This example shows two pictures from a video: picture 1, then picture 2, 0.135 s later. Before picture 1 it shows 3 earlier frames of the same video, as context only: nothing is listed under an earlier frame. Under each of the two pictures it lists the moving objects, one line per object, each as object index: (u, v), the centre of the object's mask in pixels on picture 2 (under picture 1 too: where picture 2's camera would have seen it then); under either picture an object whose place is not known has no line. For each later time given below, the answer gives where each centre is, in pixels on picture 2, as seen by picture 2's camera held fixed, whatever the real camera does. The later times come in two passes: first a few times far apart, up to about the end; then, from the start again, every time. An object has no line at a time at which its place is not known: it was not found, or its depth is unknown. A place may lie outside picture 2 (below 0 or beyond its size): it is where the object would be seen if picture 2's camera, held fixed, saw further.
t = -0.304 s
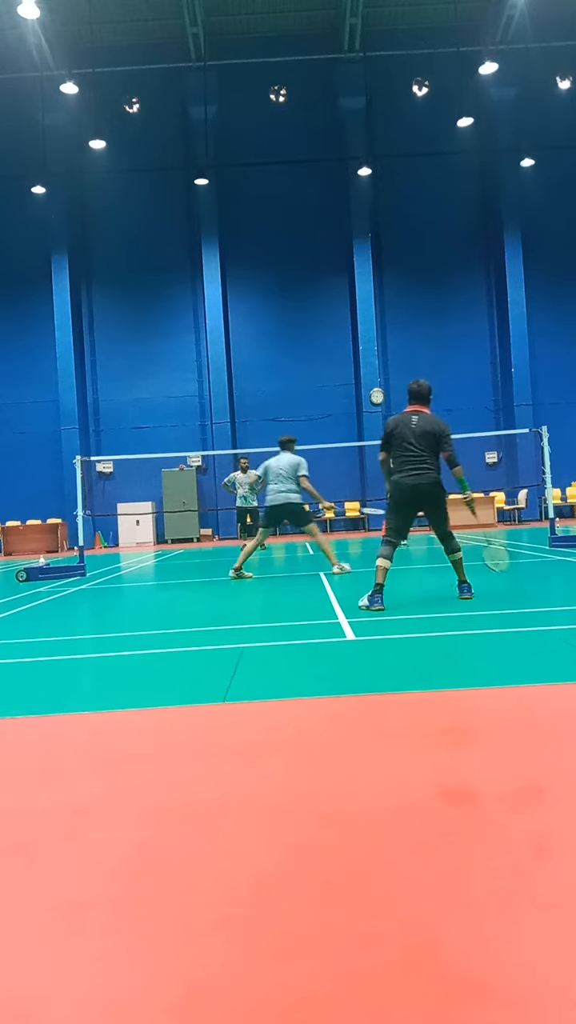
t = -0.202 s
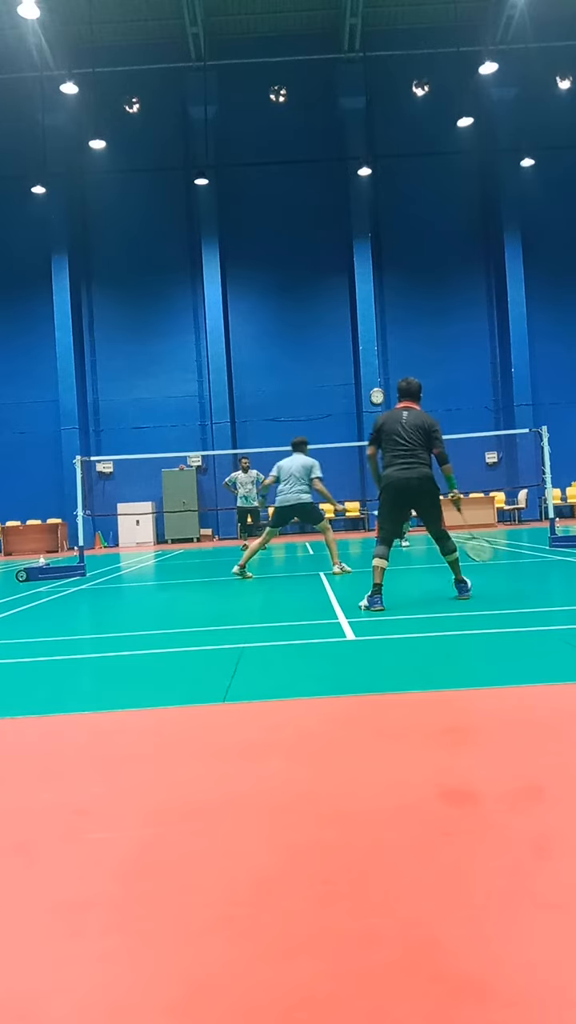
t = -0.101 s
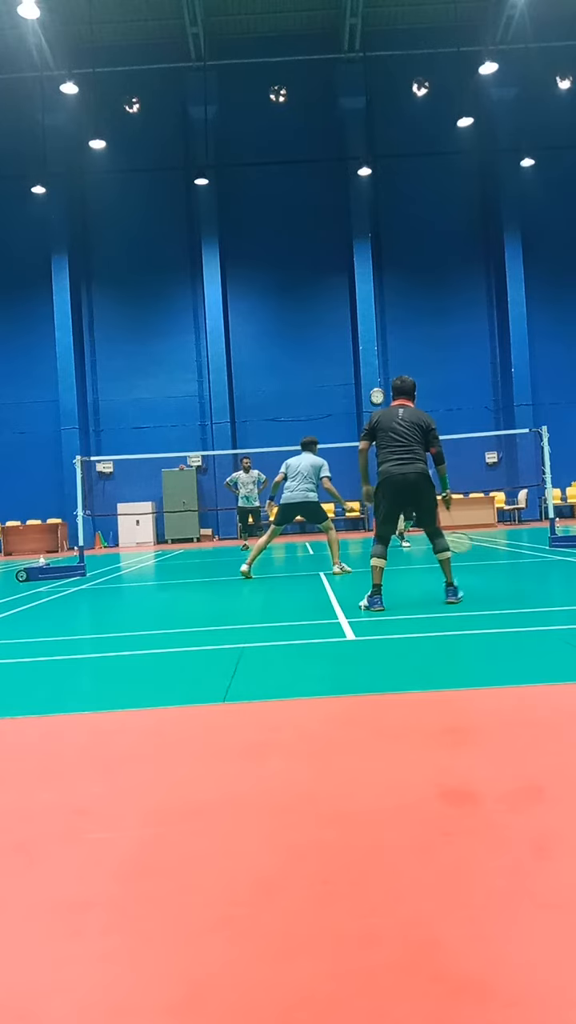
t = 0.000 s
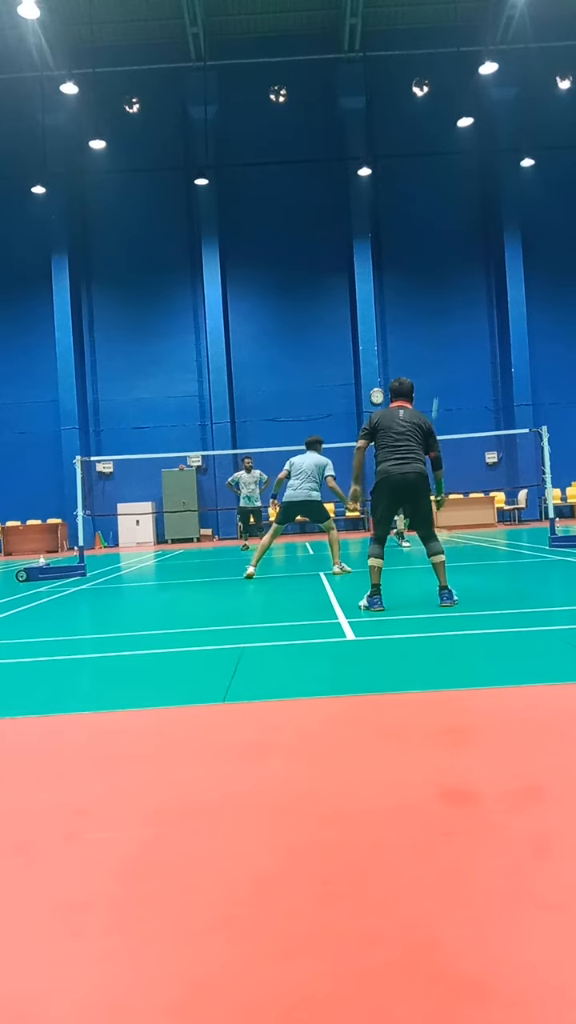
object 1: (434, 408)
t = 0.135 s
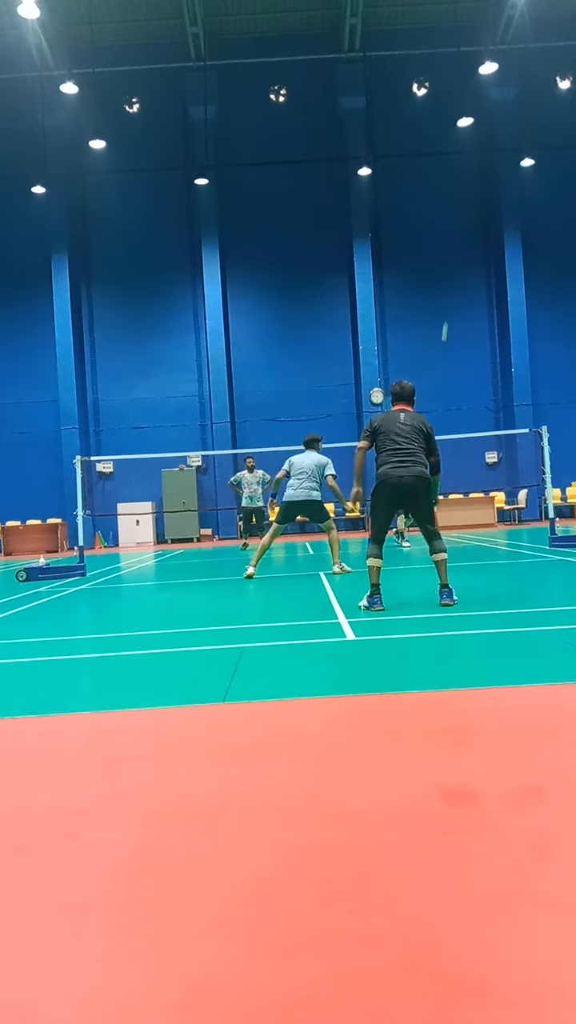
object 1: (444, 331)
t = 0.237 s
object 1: (450, 286)
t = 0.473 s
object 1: (465, 217)
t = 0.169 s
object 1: (445, 314)
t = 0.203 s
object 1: (447, 300)
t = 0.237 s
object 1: (450, 286)
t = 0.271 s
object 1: (452, 273)
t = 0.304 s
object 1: (454, 261)
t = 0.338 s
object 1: (456, 250)
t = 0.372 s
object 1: (458, 240)
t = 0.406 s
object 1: (460, 231)
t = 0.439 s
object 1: (463, 224)
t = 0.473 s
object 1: (465, 217)
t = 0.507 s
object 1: (467, 211)
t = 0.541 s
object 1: (469, 207)
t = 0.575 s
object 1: (471, 203)
